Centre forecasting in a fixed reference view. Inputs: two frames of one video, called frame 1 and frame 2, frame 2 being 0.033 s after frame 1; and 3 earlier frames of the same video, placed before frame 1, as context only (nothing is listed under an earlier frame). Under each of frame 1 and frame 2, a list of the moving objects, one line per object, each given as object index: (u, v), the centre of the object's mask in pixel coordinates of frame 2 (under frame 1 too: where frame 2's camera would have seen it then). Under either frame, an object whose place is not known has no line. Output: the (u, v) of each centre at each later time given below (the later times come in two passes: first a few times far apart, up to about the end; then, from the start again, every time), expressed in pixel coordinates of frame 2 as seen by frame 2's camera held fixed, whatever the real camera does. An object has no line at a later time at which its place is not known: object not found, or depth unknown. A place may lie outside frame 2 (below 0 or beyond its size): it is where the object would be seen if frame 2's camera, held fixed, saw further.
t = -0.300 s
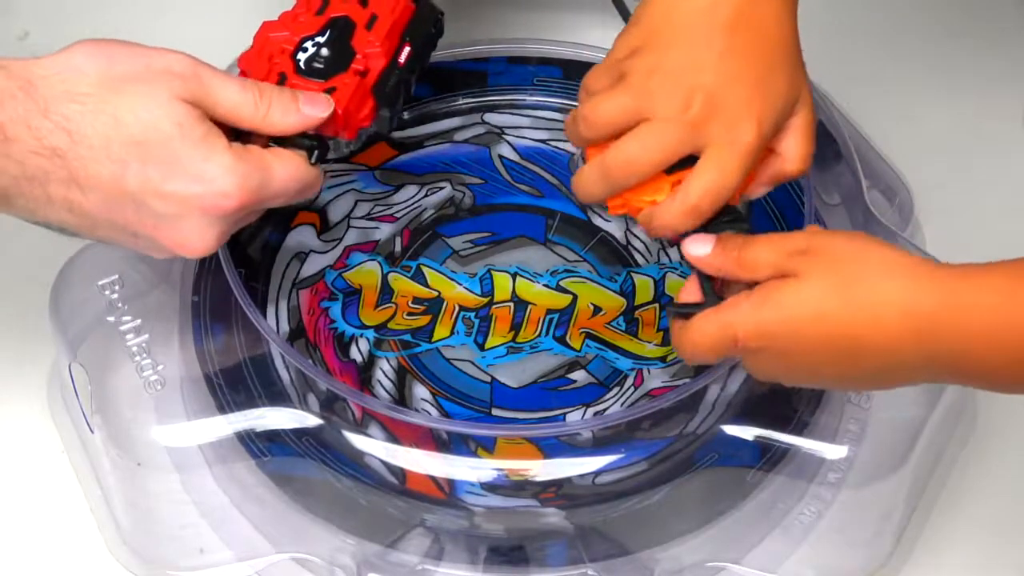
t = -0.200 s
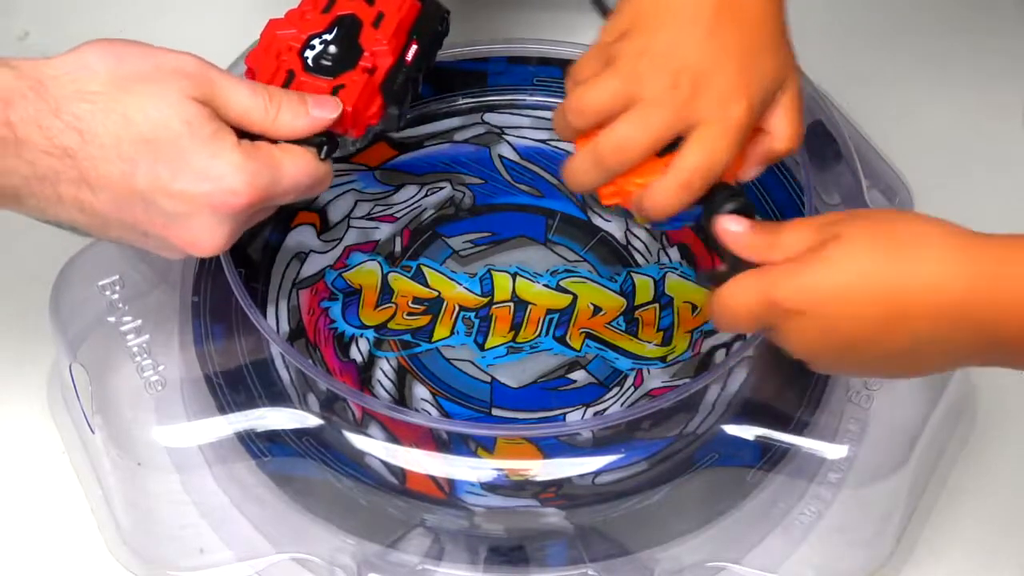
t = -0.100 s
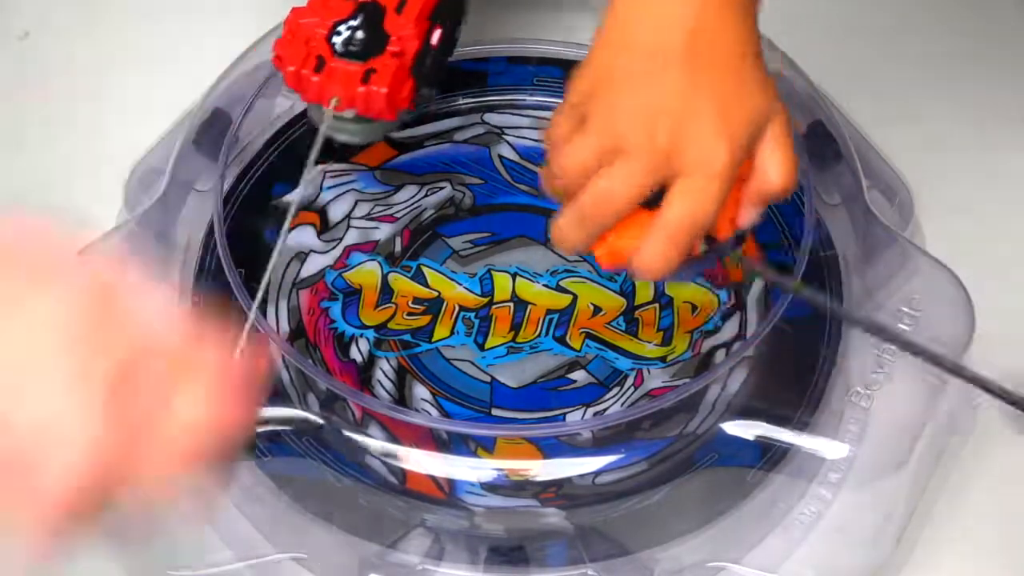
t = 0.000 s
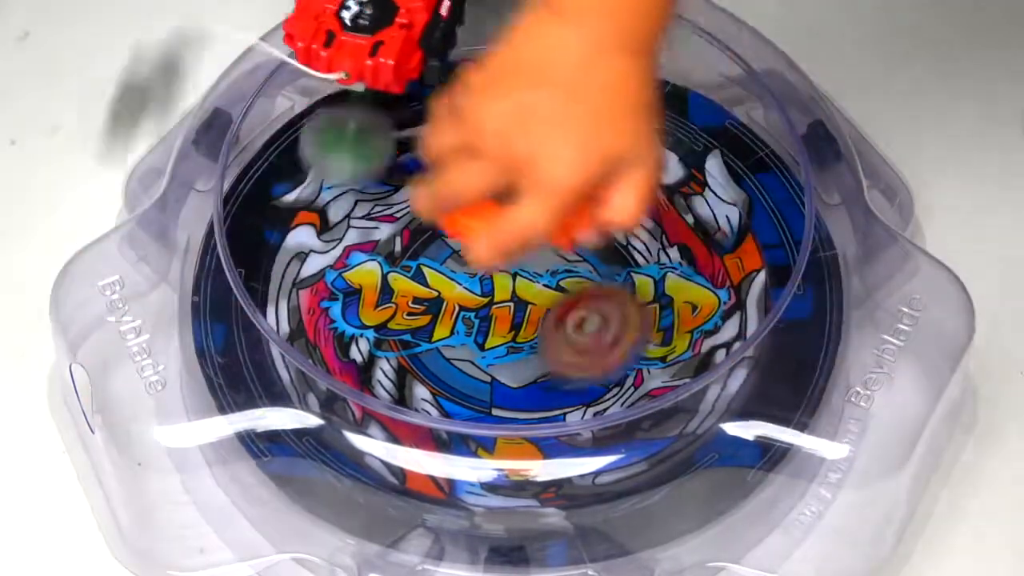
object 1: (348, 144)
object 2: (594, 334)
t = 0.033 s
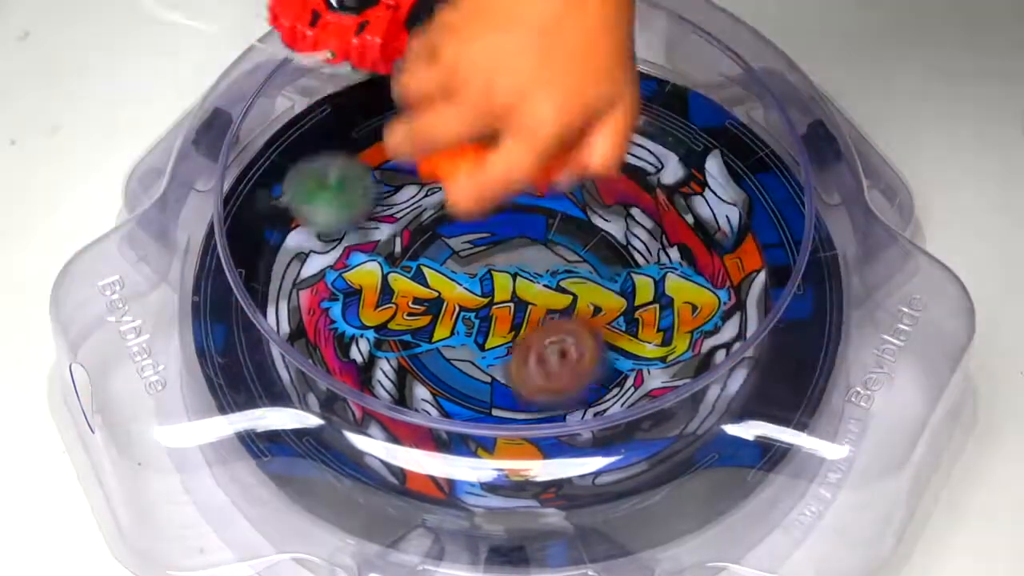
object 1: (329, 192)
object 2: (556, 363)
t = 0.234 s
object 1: (294, 270)
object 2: (373, 141)
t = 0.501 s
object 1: (344, 325)
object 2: (382, 207)
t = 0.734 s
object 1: (398, 357)
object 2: (584, 380)
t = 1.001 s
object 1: (386, 355)
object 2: (643, 303)
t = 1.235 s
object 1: (365, 228)
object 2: (683, 130)
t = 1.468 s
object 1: (402, 191)
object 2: (454, 101)
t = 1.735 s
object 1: (328, 336)
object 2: (426, 198)
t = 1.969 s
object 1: (420, 347)
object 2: (618, 280)
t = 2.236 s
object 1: (489, 269)
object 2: (718, 180)
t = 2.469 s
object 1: (512, 235)
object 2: (548, 132)
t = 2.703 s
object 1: (514, 343)
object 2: (481, 245)
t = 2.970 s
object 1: (750, 320)
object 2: (642, 316)
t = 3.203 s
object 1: (841, 354)
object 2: (417, 166)
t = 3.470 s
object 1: (865, 488)
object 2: (334, 258)
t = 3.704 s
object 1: (840, 525)
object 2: (405, 261)
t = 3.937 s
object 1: (815, 541)
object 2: (498, 209)
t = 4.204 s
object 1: (818, 541)
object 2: (554, 184)
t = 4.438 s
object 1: (817, 540)
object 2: (585, 198)
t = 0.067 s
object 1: (315, 194)
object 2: (514, 286)
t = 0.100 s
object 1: (305, 206)
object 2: (484, 242)
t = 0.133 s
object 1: (298, 230)
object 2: (456, 211)
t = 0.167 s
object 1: (295, 242)
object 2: (419, 187)
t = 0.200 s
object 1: (294, 258)
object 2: (395, 179)
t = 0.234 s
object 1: (294, 270)
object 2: (373, 141)
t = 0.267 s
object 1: (299, 284)
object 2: (351, 114)
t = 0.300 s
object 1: (303, 295)
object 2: (334, 106)
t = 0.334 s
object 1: (309, 303)
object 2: (323, 98)
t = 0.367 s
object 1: (314, 312)
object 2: (322, 99)
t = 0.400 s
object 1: (319, 316)
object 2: (325, 116)
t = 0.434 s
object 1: (325, 319)
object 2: (338, 140)
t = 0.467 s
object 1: (336, 323)
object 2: (363, 178)
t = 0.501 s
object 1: (344, 325)
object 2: (382, 207)
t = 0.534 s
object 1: (356, 325)
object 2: (403, 248)
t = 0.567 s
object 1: (358, 340)
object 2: (437, 273)
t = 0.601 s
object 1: (362, 347)
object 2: (468, 299)
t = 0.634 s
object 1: (369, 351)
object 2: (495, 323)
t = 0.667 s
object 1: (379, 354)
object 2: (535, 348)
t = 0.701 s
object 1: (389, 356)
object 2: (561, 369)
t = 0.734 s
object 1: (398, 357)
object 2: (584, 380)
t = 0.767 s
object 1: (411, 359)
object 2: (602, 384)
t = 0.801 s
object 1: (422, 359)
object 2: (612, 383)
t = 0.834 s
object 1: (435, 360)
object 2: (619, 378)
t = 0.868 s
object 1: (451, 361)
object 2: (624, 364)
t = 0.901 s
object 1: (465, 360)
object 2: (616, 352)
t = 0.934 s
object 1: (479, 360)
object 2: (604, 338)
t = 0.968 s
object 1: (460, 357)
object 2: (604, 322)
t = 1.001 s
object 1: (386, 355)
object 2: (643, 303)
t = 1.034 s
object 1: (320, 351)
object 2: (676, 278)
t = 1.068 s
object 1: (281, 325)
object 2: (705, 244)
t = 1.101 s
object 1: (296, 301)
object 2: (717, 220)
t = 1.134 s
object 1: (310, 290)
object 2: (722, 195)
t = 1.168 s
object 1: (332, 262)
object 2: (716, 164)
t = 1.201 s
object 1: (350, 247)
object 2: (701, 143)
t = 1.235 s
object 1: (365, 228)
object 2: (683, 130)
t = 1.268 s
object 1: (390, 207)
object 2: (649, 113)
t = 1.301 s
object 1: (407, 194)
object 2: (620, 105)
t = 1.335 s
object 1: (426, 178)
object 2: (575, 102)
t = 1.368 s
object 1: (441, 168)
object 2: (536, 101)
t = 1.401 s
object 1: (445, 165)
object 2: (503, 105)
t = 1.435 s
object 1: (421, 180)
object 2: (475, 100)
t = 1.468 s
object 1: (402, 191)
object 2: (454, 101)
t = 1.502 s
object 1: (382, 199)
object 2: (431, 108)
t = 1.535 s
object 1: (356, 205)
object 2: (399, 128)
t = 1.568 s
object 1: (316, 220)
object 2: (393, 137)
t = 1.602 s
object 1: (280, 237)
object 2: (392, 146)
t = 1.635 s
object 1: (279, 266)
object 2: (394, 160)
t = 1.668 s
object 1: (291, 294)
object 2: (401, 172)
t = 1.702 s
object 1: (305, 314)
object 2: (410, 182)
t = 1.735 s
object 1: (328, 336)
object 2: (426, 198)
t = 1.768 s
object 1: (343, 350)
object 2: (441, 211)
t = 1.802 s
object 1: (359, 361)
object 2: (459, 222)
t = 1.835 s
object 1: (380, 366)
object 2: (490, 240)
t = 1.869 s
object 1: (394, 365)
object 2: (516, 254)
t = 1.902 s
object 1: (404, 363)
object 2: (544, 268)
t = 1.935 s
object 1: (416, 355)
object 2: (587, 277)
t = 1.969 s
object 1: (420, 347)
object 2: (618, 280)
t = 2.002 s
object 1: (430, 338)
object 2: (647, 279)
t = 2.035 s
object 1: (441, 327)
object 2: (680, 275)
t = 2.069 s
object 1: (448, 319)
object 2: (698, 266)
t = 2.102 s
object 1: (454, 311)
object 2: (713, 252)
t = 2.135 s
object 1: (464, 299)
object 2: (724, 235)
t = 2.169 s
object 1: (471, 290)
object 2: (726, 219)
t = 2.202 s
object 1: (478, 281)
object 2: (724, 203)
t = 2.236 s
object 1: (489, 269)
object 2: (718, 180)
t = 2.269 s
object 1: (494, 261)
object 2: (705, 162)
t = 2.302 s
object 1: (500, 254)
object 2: (688, 146)
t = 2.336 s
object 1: (508, 243)
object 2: (661, 133)
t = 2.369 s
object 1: (514, 236)
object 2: (637, 128)
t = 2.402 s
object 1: (518, 229)
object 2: (608, 128)
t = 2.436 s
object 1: (524, 221)
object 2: (565, 136)
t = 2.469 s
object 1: (512, 235)
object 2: (548, 132)
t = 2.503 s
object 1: (496, 258)
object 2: (533, 130)
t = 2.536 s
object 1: (482, 284)
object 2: (511, 136)
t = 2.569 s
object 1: (476, 301)
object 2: (499, 149)
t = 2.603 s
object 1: (475, 315)
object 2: (489, 168)
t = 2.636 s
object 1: (482, 327)
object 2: (479, 195)
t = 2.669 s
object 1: (495, 336)
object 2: (477, 219)
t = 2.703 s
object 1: (514, 343)
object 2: (481, 245)
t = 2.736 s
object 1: (552, 361)
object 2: (489, 276)
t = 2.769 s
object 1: (587, 378)
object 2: (501, 292)
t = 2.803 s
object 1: (621, 390)
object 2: (517, 305)
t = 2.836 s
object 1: (664, 392)
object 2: (541, 321)
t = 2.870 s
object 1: (694, 384)
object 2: (567, 328)
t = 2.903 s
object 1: (723, 372)
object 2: (590, 329)
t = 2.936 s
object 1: (751, 344)
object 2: (623, 326)
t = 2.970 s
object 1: (750, 320)
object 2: (642, 316)
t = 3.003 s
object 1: (789, 294)
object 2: (612, 290)
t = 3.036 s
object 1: (826, 268)
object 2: (567, 251)
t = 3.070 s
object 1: (841, 271)
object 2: (536, 227)
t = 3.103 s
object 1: (835, 295)
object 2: (509, 208)
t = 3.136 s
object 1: (837, 320)
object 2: (472, 188)
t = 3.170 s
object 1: (842, 332)
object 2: (443, 174)
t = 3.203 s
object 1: (841, 354)
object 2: (417, 166)
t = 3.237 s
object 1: (880, 383)
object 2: (378, 154)
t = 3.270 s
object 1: (896, 406)
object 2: (348, 151)
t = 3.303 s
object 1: (879, 431)
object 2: (324, 150)
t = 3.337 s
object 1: (873, 446)
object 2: (312, 168)
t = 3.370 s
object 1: (870, 472)
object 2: (313, 194)
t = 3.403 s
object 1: (871, 476)
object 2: (321, 216)
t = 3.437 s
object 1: (867, 484)
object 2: (329, 243)
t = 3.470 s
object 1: (865, 488)
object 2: (334, 258)
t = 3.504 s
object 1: (865, 491)
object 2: (342, 270)
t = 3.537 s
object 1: (862, 490)
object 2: (350, 277)
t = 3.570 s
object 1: (861, 493)
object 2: (358, 279)
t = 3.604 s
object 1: (859, 497)
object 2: (366, 275)
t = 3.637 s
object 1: (852, 509)
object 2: (379, 270)
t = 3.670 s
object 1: (847, 512)
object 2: (393, 266)
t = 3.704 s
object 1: (840, 525)
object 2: (405, 261)
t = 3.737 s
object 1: (832, 540)
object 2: (425, 252)
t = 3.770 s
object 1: (818, 542)
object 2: (436, 245)
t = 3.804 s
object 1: (809, 542)
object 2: (451, 237)
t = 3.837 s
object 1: (815, 542)
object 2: (466, 227)
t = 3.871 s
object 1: (816, 541)
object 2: (478, 221)
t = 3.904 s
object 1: (817, 540)
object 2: (485, 215)
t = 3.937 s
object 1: (815, 541)
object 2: (498, 209)
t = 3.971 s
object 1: (814, 541)
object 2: (507, 202)
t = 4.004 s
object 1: (815, 541)
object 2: (515, 199)
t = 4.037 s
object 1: (815, 541)
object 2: (525, 193)
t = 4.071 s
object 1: (815, 540)
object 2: (532, 191)
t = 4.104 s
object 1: (816, 541)
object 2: (536, 188)
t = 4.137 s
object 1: (815, 540)
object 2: (543, 185)
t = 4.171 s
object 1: (816, 540)
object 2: (549, 183)
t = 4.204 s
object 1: (818, 541)
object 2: (554, 184)
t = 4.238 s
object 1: (816, 540)
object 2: (560, 183)
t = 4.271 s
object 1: (818, 540)
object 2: (566, 185)
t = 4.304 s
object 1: (817, 540)
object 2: (568, 186)
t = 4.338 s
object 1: (817, 540)
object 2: (574, 189)
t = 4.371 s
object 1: (818, 541)
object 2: (577, 190)
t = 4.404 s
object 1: (818, 541)
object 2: (581, 193)
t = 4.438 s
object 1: (817, 540)
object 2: (585, 198)
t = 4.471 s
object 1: (817, 540)
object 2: (589, 201)
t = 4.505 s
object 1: (816, 540)
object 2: (593, 206)
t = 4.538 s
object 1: (816, 539)
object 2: (597, 211)
